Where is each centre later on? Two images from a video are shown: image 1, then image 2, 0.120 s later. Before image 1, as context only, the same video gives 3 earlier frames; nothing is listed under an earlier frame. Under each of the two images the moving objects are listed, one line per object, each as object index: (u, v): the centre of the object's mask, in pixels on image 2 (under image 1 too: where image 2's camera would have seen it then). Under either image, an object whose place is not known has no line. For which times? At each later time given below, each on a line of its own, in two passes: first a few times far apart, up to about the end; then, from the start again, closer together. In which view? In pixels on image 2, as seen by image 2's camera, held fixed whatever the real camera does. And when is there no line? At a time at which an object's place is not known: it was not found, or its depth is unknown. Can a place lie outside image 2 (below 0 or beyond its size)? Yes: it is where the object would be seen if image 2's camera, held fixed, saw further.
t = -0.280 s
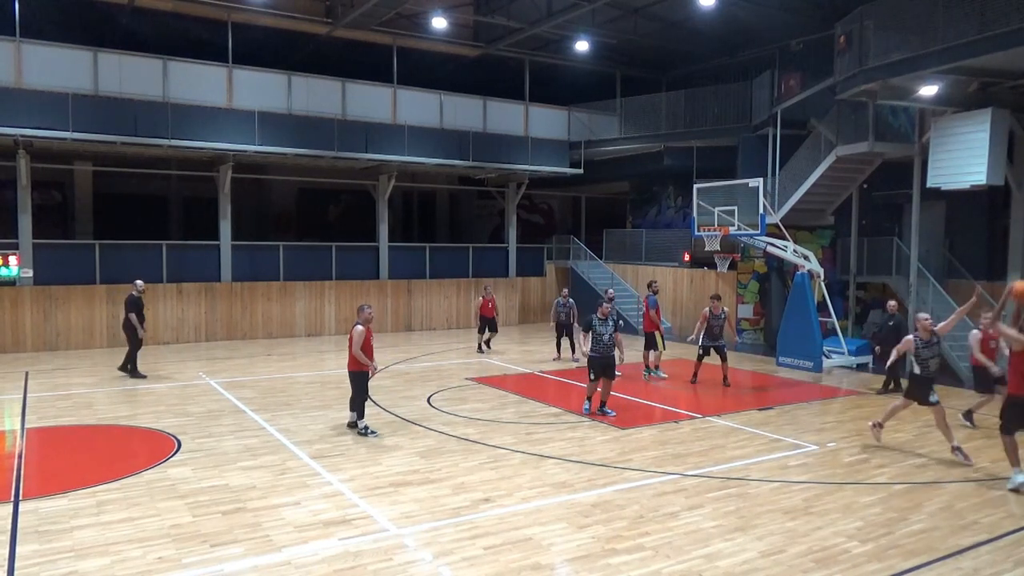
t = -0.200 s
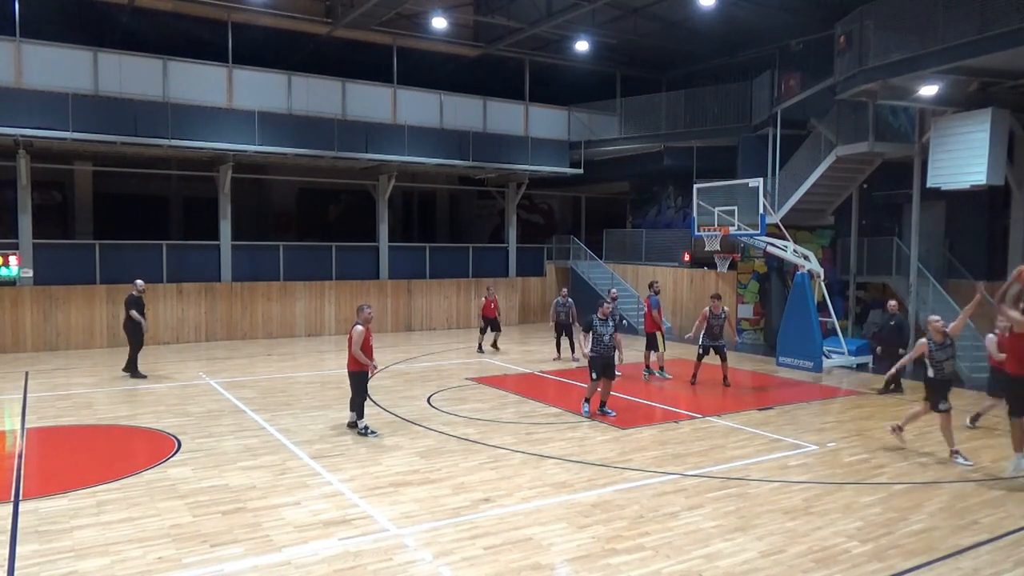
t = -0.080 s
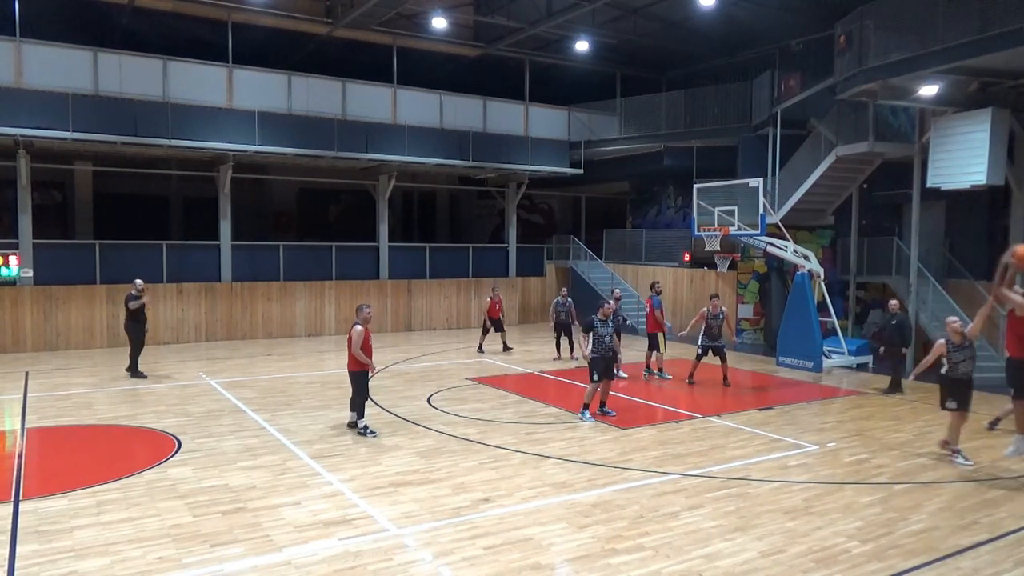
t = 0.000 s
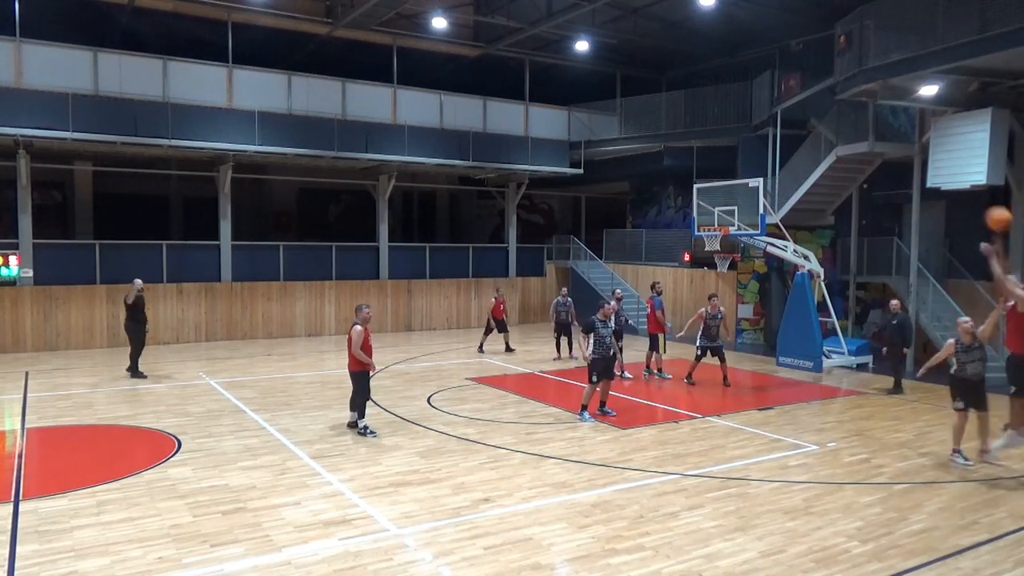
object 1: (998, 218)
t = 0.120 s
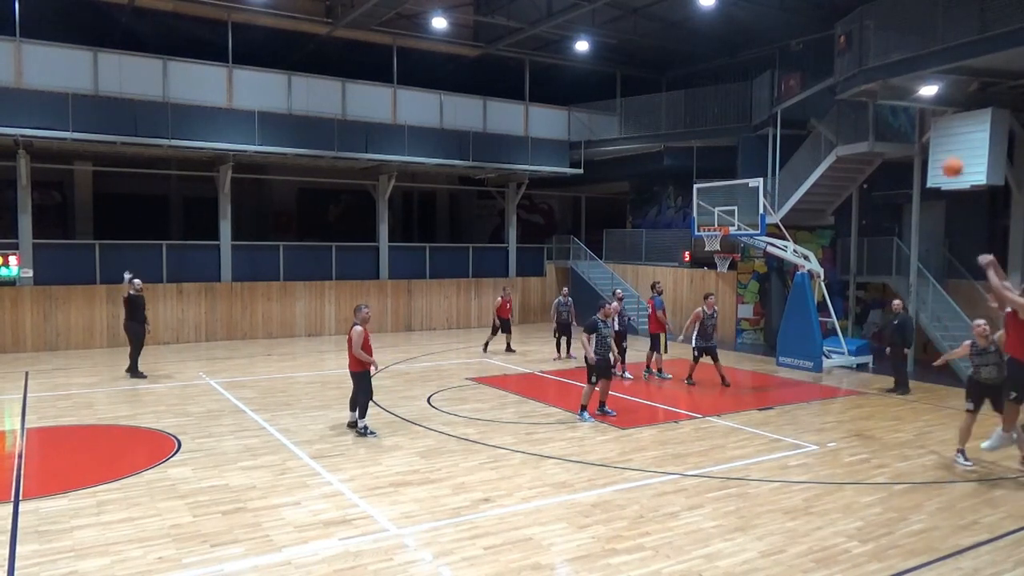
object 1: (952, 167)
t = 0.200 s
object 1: (925, 143)
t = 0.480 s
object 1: (847, 105)
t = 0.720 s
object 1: (795, 116)
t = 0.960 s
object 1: (751, 156)
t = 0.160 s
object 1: (938, 154)
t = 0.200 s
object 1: (925, 143)
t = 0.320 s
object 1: (889, 118)
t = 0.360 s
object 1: (878, 113)
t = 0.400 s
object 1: (867, 109)
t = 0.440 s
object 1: (856, 106)
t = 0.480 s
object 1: (847, 105)
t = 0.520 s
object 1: (838, 104)
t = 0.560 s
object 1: (828, 105)
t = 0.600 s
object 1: (819, 106)
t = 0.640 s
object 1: (811, 109)
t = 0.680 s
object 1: (803, 112)
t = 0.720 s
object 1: (795, 116)
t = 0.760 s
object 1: (787, 121)
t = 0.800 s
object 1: (780, 126)
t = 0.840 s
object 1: (772, 133)
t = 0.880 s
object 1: (765, 140)
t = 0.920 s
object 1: (758, 148)
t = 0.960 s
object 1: (751, 156)
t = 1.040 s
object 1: (739, 173)
